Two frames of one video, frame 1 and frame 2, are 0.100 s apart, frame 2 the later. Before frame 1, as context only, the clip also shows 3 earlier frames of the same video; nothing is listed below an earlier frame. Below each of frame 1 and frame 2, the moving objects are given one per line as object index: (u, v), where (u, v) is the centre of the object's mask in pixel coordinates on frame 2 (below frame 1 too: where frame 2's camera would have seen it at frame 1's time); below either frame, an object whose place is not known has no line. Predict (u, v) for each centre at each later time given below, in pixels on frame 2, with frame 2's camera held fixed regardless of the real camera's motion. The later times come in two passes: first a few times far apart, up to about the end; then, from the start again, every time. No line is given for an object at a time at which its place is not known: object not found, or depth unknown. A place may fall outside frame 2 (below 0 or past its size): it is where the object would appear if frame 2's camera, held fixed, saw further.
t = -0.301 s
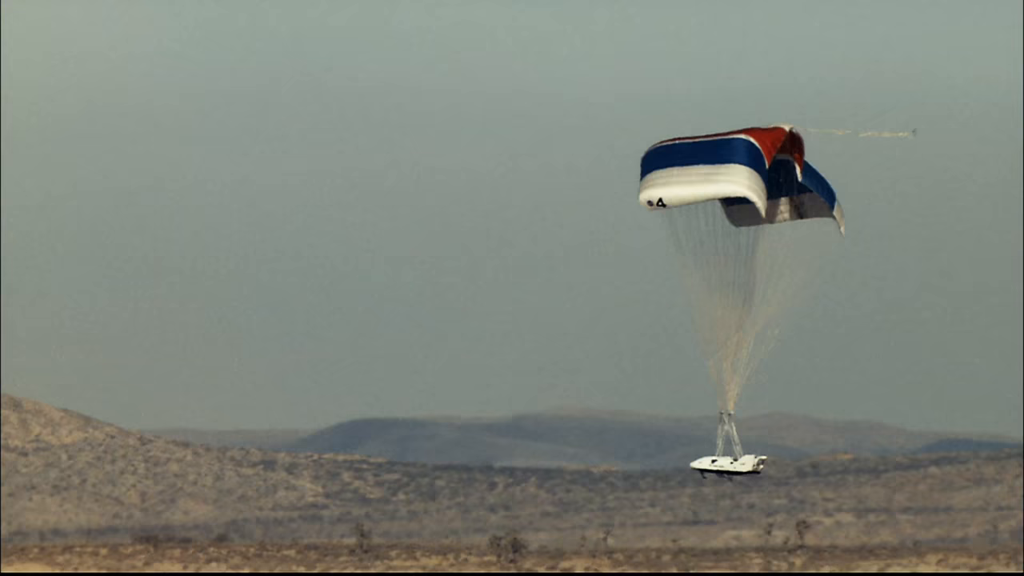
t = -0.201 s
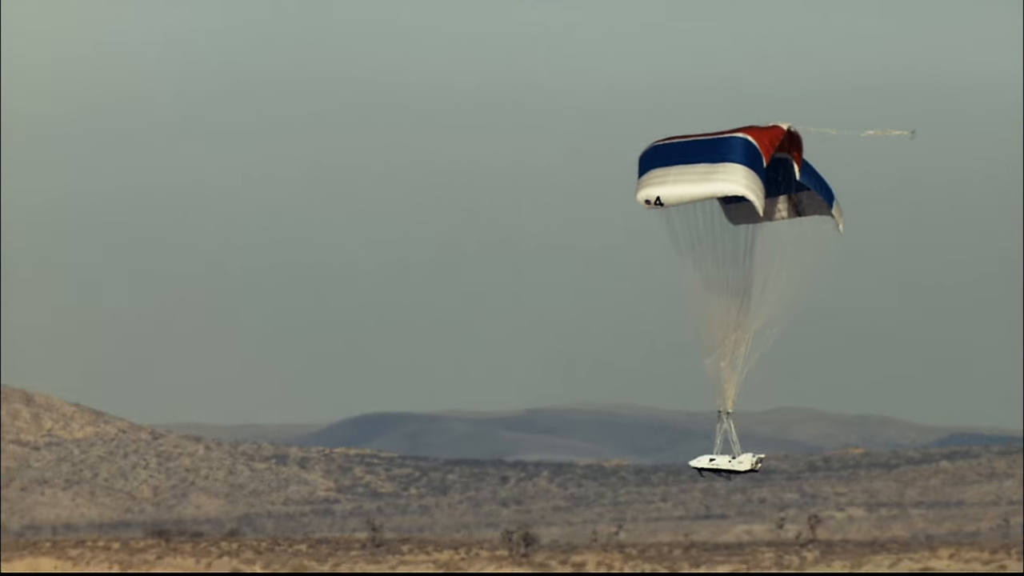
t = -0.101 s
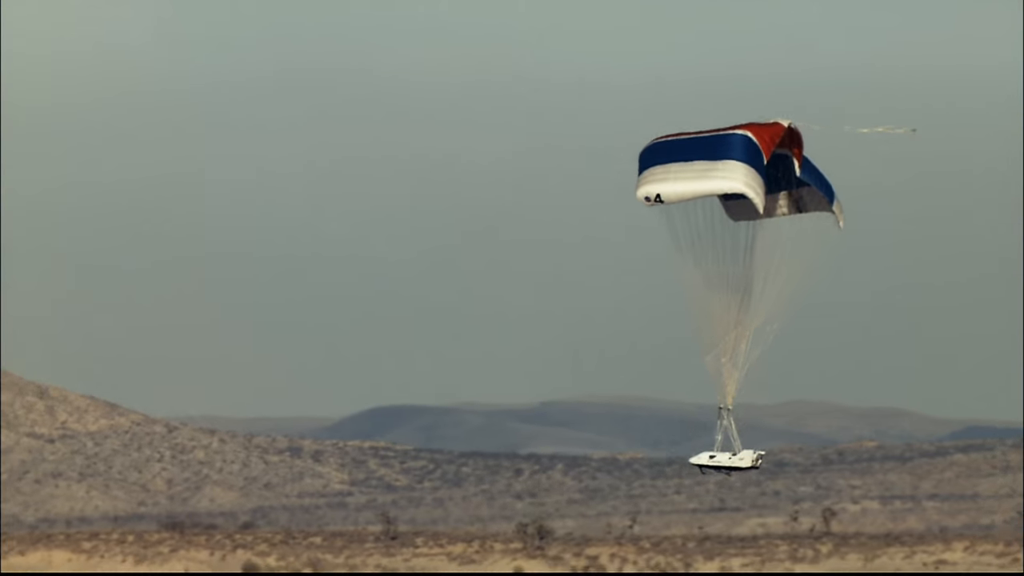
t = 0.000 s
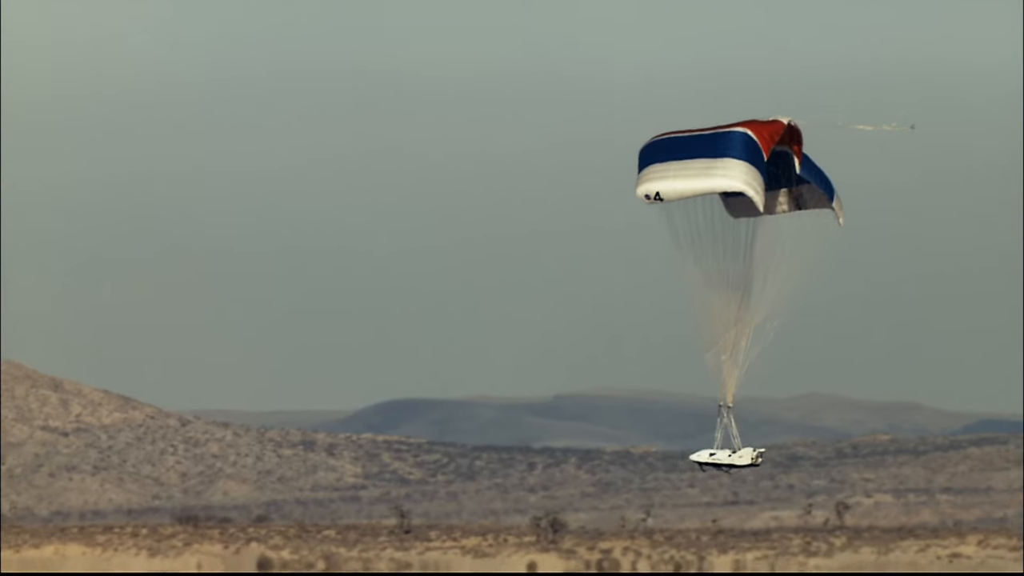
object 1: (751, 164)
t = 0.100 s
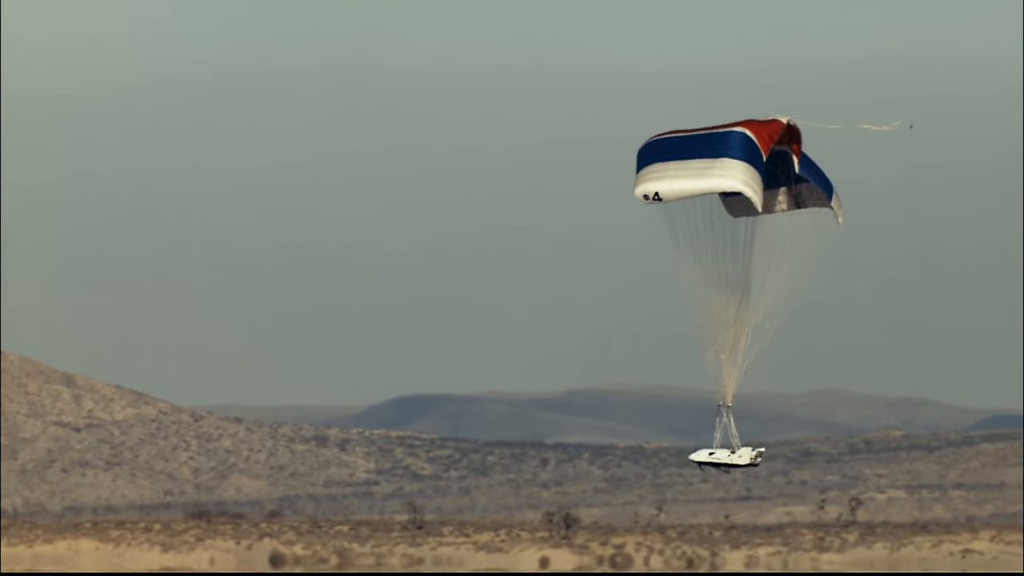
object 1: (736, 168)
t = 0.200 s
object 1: (721, 173)
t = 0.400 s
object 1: (692, 183)
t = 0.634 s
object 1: (659, 193)
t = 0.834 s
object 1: (631, 202)
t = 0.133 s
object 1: (731, 170)
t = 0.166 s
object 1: (726, 172)
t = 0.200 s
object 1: (721, 173)
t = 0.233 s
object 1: (716, 175)
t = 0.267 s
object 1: (712, 176)
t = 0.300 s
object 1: (707, 178)
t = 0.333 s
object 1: (702, 179)
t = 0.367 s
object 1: (697, 181)
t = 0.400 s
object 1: (692, 183)
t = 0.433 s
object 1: (688, 184)
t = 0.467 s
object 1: (683, 186)
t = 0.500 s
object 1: (678, 187)
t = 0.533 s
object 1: (673, 188)
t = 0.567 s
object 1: (669, 190)
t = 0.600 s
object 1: (664, 192)
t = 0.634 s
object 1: (659, 193)
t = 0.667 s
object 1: (655, 194)
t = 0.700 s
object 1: (650, 196)
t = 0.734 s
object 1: (645, 197)
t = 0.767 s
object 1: (640, 199)
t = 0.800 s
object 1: (635, 201)
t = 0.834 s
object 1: (631, 202)
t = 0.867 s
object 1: (626, 203)
